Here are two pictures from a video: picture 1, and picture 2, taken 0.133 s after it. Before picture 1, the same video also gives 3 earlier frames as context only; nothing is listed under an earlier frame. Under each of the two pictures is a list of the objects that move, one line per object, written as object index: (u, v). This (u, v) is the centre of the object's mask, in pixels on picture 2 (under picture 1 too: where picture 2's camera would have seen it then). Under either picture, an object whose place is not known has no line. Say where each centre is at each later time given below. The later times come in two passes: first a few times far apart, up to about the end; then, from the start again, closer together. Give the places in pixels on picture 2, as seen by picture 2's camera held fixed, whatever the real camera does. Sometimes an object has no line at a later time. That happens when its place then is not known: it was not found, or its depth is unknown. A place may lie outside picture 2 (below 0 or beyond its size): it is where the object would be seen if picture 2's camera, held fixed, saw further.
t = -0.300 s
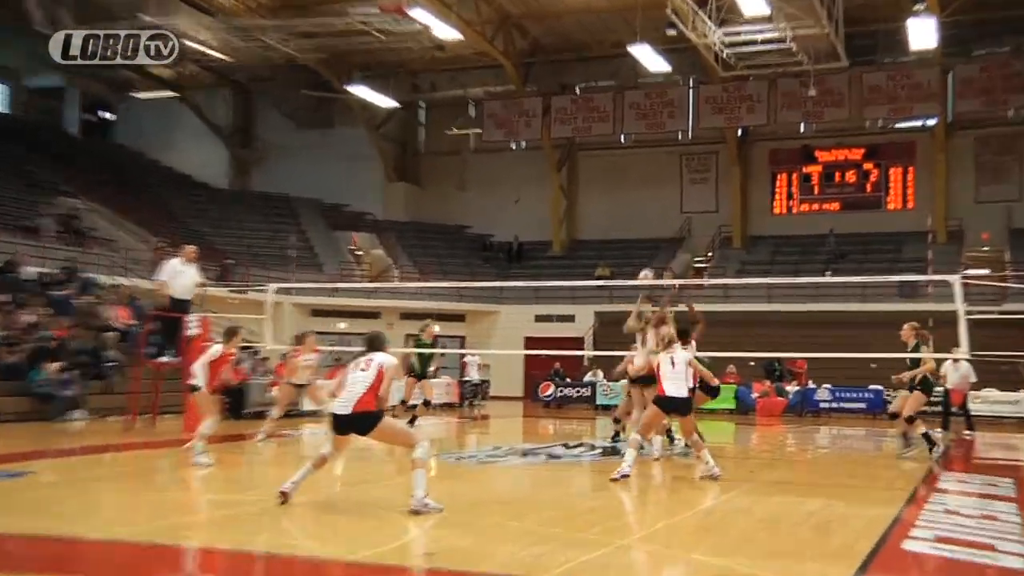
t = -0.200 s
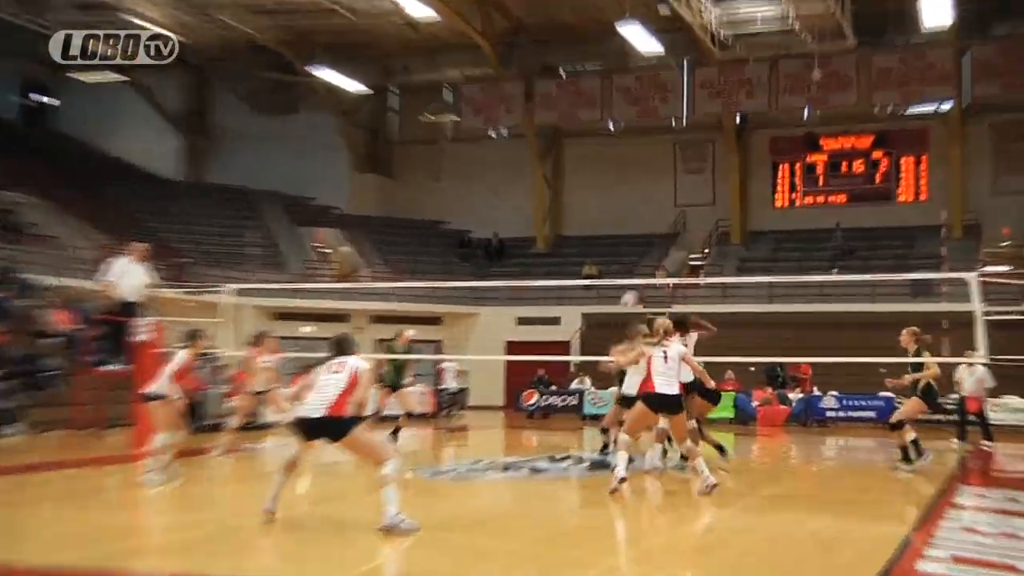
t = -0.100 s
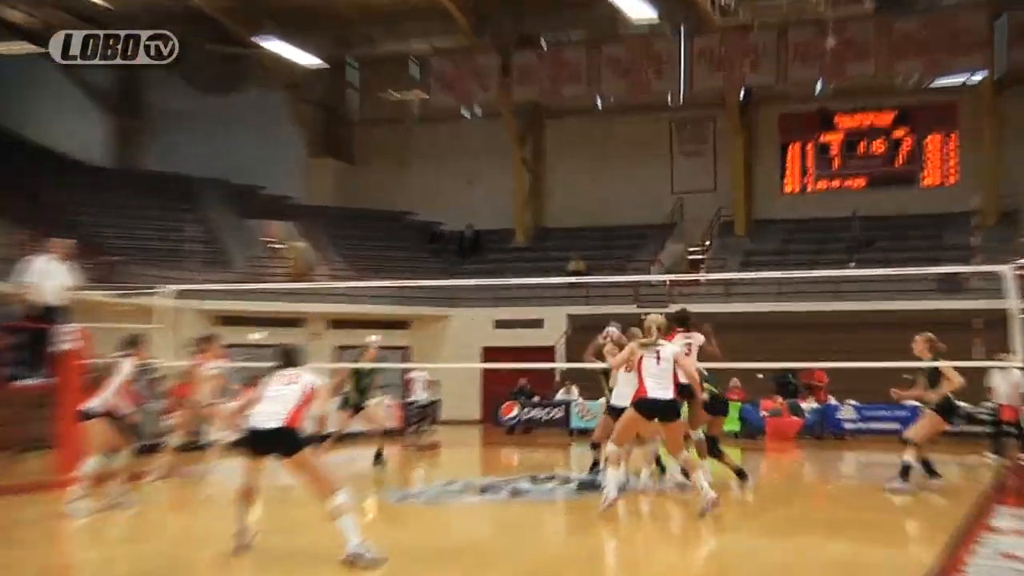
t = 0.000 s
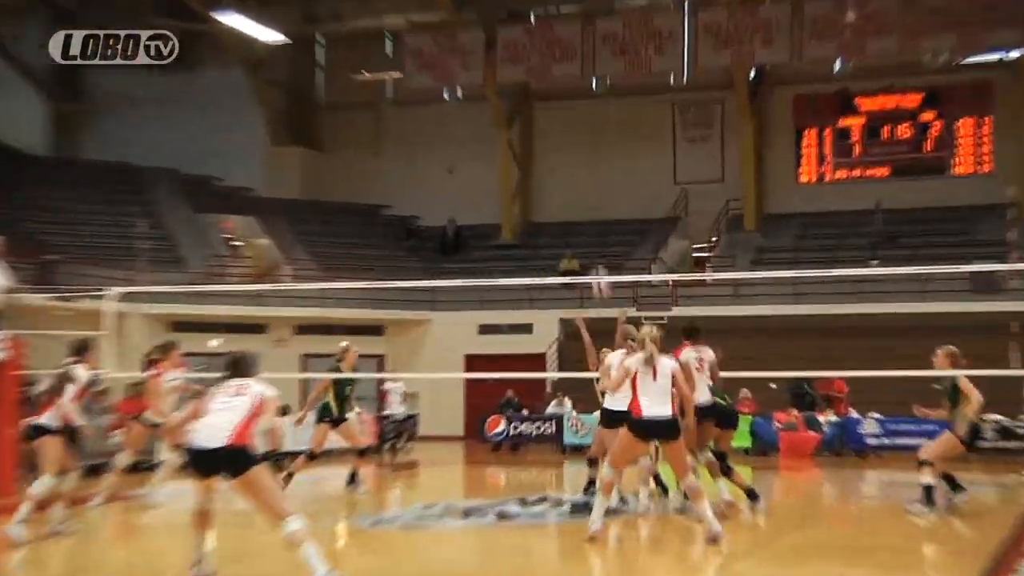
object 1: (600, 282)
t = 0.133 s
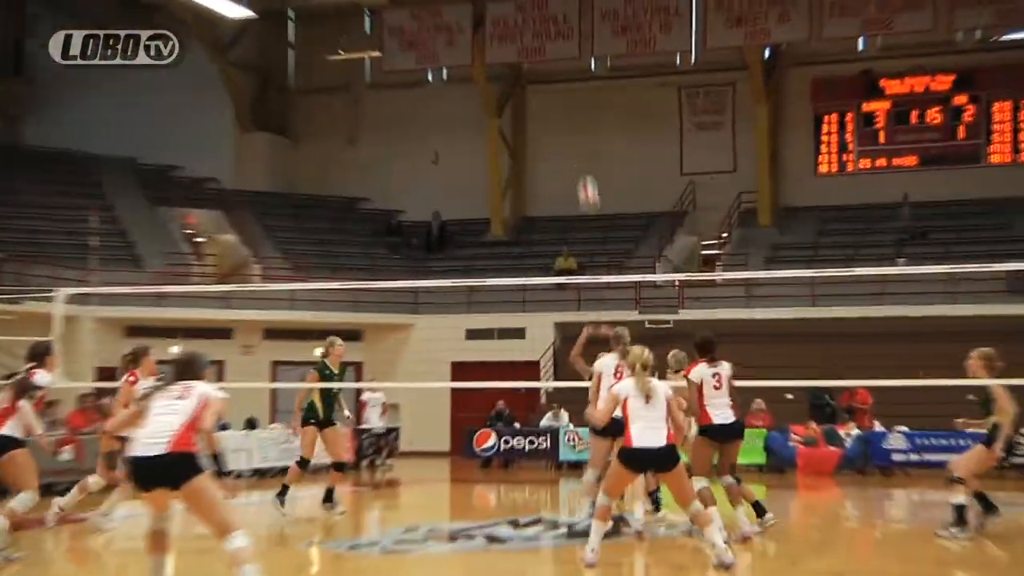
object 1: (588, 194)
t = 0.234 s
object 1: (580, 139)
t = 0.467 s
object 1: (562, 55)
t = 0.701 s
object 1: (545, 26)
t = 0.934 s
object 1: (527, 49)
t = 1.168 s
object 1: (510, 123)
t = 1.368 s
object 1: (499, 225)
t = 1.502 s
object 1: (489, 308)
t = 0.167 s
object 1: (585, 175)
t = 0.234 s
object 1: (580, 139)
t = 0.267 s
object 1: (577, 124)
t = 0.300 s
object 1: (575, 110)
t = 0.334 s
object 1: (572, 96)
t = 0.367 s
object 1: (570, 84)
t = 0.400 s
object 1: (567, 74)
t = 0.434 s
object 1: (564, 65)
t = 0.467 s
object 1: (562, 55)
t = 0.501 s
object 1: (559, 48)
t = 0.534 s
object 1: (557, 42)
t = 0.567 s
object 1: (554, 36)
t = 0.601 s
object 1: (552, 32)
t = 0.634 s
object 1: (550, 29)
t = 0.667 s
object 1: (547, 27)
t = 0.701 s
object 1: (545, 26)
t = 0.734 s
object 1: (542, 26)
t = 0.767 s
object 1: (540, 27)
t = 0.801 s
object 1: (537, 29)
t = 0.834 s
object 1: (535, 33)
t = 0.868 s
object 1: (532, 37)
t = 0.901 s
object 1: (529, 43)
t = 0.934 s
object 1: (527, 49)
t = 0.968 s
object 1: (524, 57)
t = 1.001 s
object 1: (522, 65)
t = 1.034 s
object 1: (520, 74)
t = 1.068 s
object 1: (517, 85)
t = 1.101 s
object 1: (515, 97)
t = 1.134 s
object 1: (512, 110)
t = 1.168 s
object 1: (510, 123)
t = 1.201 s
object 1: (509, 137)
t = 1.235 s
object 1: (507, 152)
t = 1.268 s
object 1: (505, 170)
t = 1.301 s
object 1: (503, 187)
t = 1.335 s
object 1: (501, 206)
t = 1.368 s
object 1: (499, 225)
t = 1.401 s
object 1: (496, 245)
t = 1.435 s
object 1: (494, 264)
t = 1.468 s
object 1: (491, 289)
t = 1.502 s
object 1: (489, 308)
